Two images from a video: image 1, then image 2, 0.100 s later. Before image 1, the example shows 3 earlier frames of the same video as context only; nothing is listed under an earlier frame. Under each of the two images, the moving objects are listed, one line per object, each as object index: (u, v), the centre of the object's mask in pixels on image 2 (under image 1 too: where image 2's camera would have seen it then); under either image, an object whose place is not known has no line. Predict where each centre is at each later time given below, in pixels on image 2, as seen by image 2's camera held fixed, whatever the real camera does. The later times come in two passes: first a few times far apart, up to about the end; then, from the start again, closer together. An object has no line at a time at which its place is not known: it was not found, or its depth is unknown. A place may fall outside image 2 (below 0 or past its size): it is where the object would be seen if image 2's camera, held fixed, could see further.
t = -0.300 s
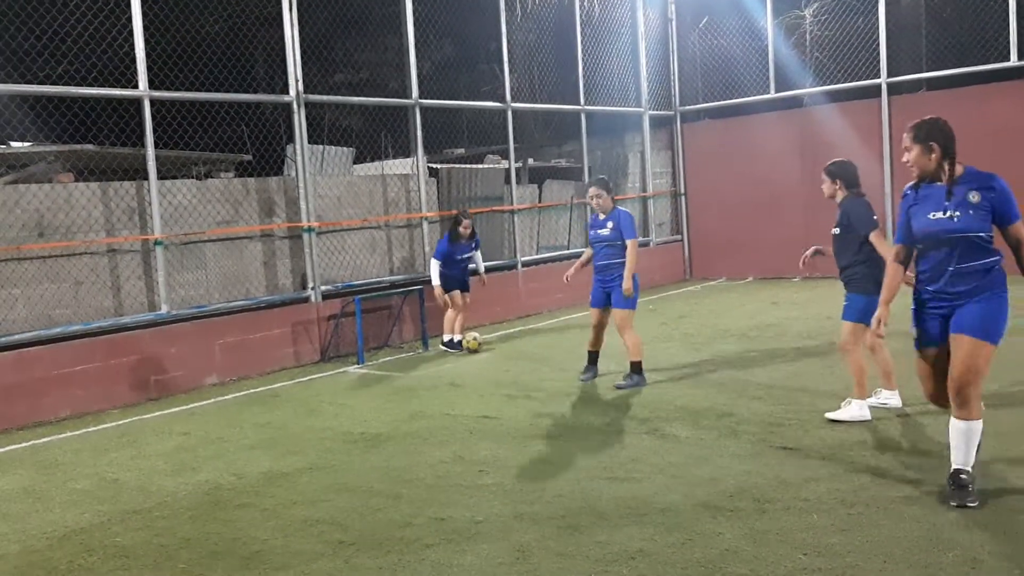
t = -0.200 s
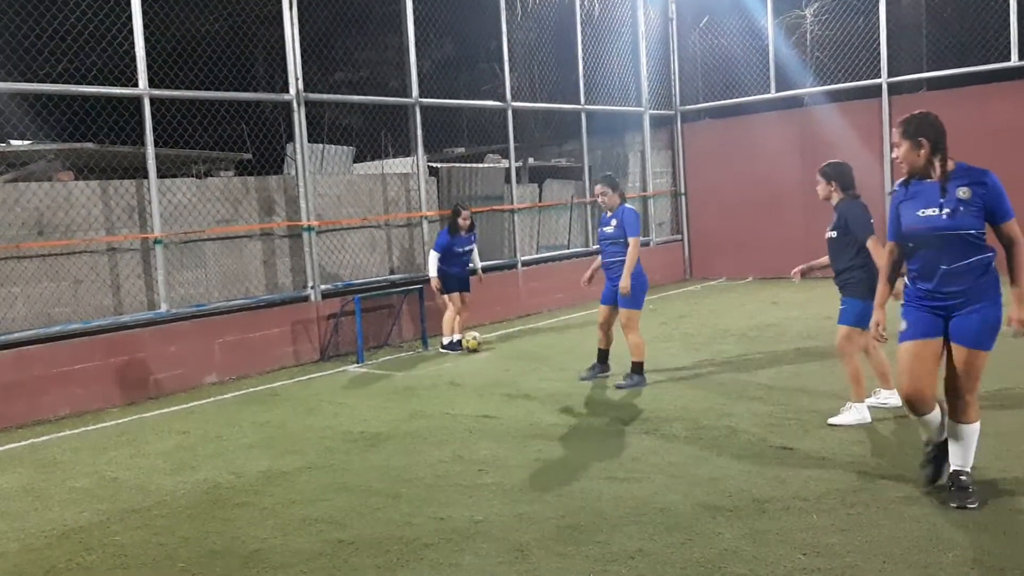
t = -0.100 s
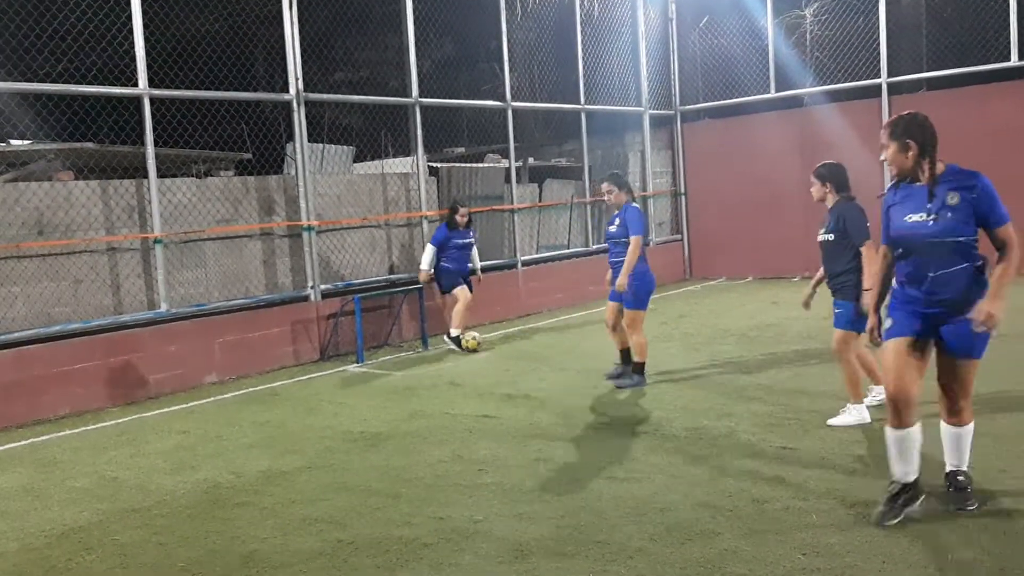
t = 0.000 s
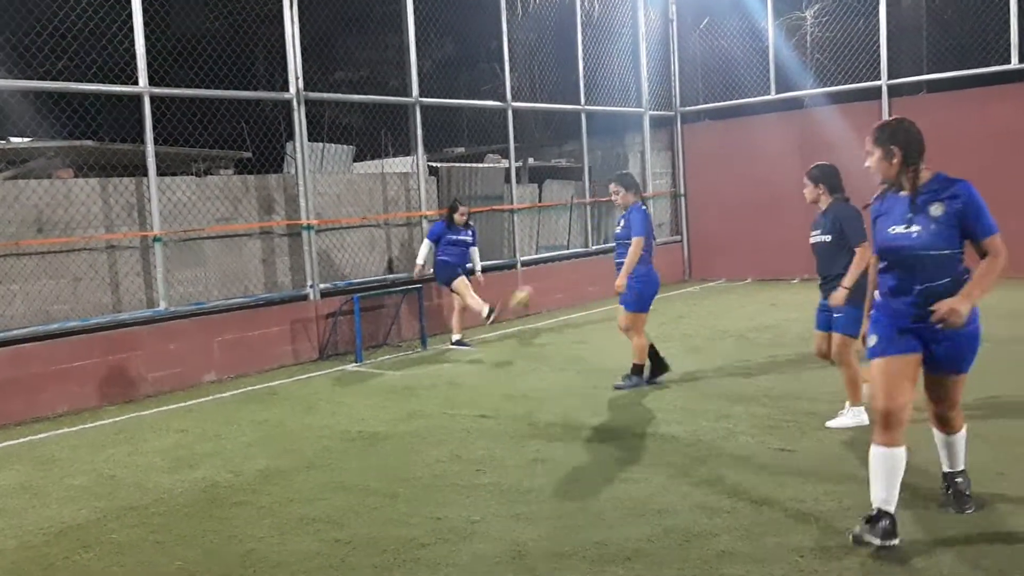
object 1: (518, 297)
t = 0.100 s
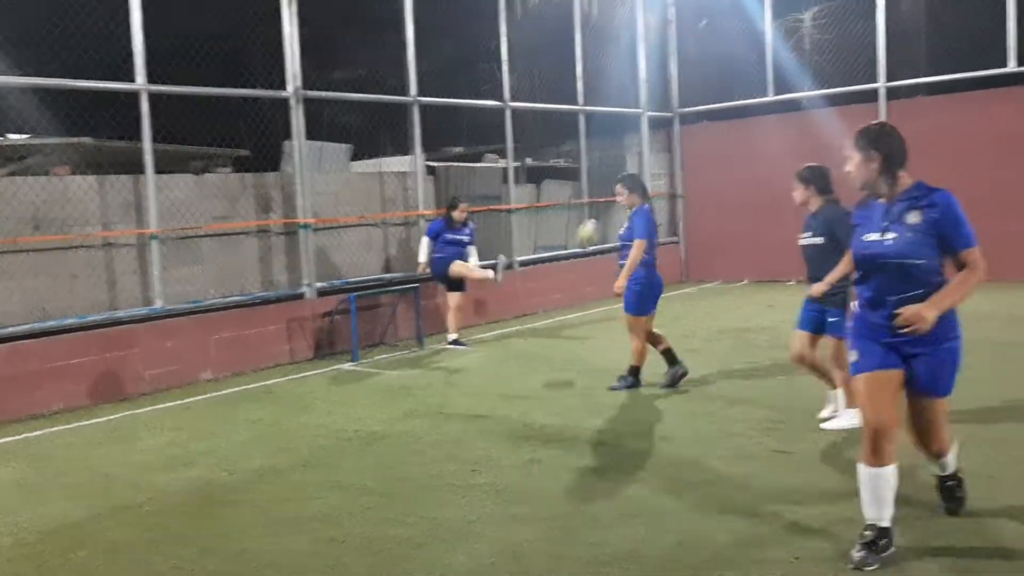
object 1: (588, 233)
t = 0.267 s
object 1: (720, 134)
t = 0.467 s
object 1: (909, 44)
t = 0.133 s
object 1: (611, 211)
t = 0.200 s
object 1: (664, 172)
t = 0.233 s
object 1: (691, 152)
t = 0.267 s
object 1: (720, 134)
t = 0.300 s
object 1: (750, 116)
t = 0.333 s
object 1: (780, 101)
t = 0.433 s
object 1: (876, 58)
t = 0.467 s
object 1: (909, 44)
